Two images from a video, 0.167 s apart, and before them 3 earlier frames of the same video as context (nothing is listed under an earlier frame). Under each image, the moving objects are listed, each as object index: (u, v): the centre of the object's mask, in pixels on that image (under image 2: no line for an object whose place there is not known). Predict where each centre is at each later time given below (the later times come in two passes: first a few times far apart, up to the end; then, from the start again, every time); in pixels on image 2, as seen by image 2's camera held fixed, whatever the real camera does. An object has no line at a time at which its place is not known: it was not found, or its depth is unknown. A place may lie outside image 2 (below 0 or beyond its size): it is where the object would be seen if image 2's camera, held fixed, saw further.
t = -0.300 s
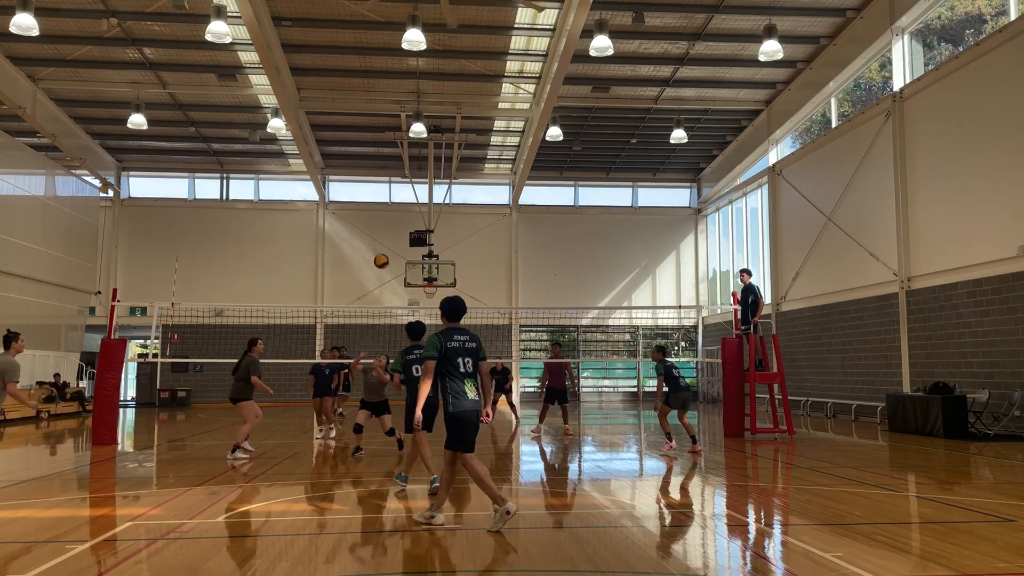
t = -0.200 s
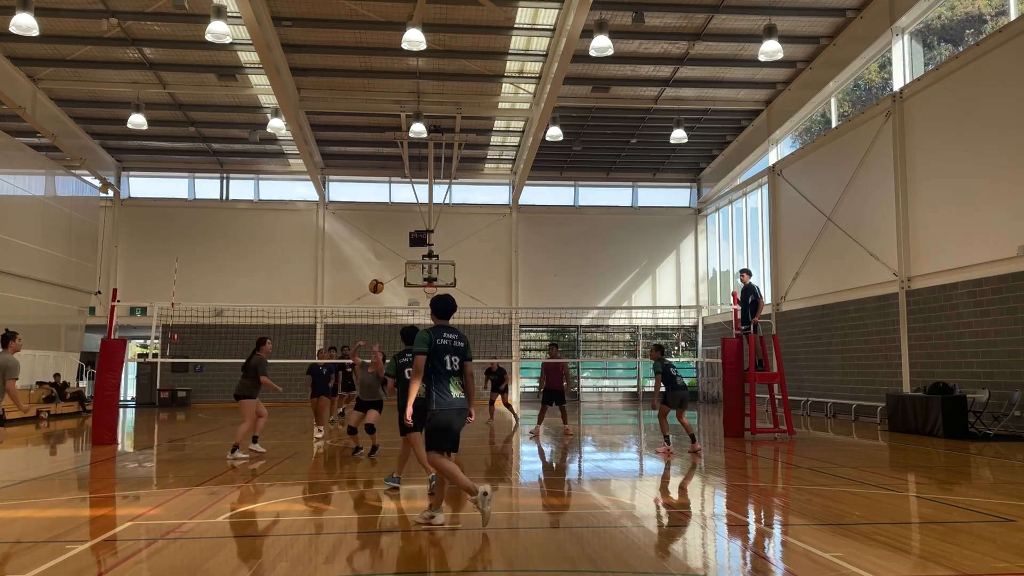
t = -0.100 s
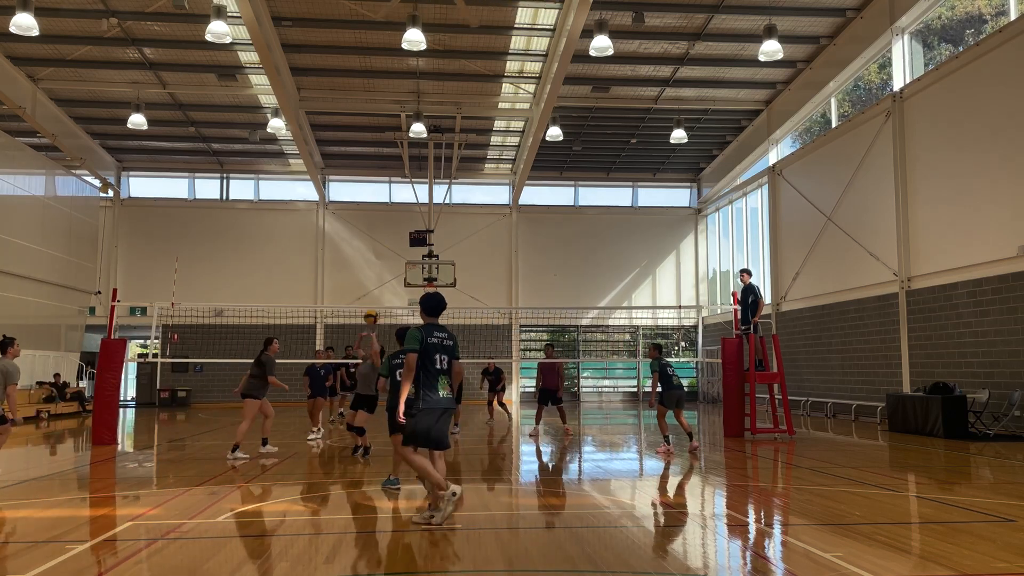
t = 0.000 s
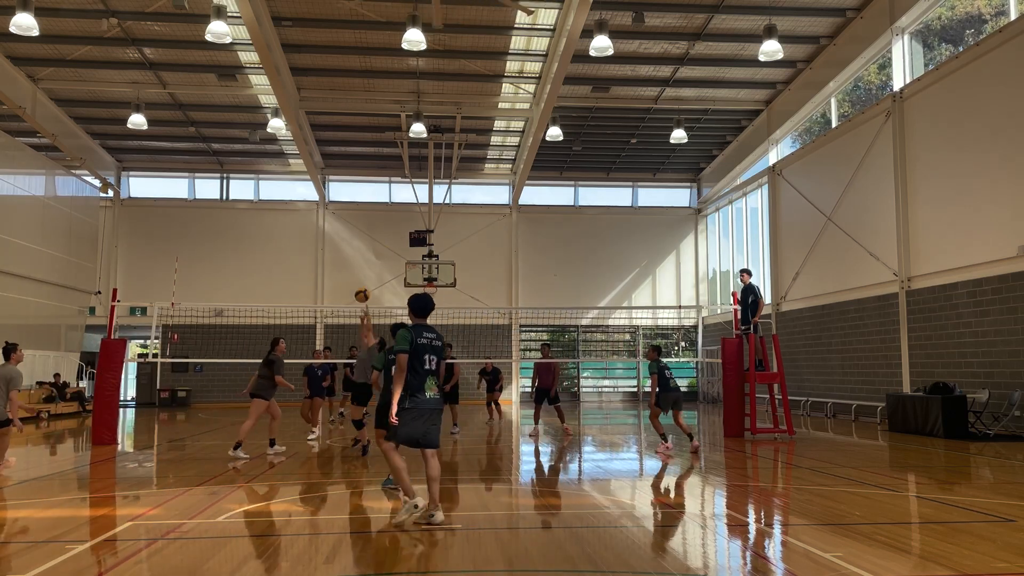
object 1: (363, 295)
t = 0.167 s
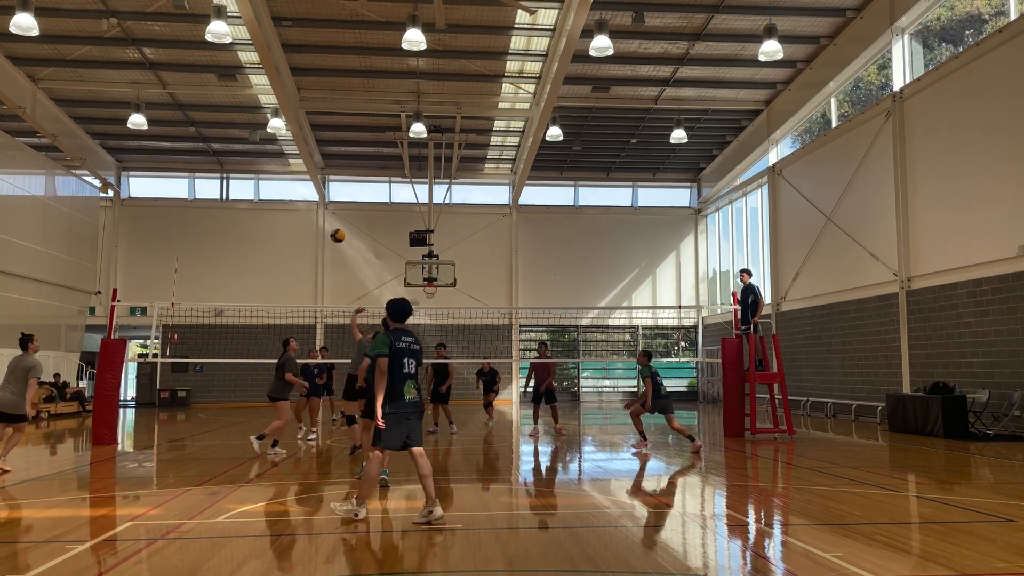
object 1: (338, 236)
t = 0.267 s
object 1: (323, 210)
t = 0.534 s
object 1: (283, 176)
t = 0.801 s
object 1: (244, 190)
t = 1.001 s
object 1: (214, 231)
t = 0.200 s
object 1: (333, 226)
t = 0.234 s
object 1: (328, 218)
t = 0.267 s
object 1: (323, 210)
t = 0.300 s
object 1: (318, 203)
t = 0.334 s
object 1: (313, 197)
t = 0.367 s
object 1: (308, 192)
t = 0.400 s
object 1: (303, 187)
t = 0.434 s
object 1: (298, 183)
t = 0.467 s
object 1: (293, 180)
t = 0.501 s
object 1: (289, 178)
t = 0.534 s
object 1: (283, 176)
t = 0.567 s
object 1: (279, 175)
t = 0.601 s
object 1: (273, 175)
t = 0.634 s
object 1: (268, 176)
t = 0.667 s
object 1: (263, 177)
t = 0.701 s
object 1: (258, 179)
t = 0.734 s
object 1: (254, 182)
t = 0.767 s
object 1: (249, 186)
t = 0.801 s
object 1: (244, 190)
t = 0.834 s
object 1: (239, 195)
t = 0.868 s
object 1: (234, 201)
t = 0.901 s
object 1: (229, 208)
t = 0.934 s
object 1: (224, 214)
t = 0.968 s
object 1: (219, 222)
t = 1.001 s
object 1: (214, 231)
